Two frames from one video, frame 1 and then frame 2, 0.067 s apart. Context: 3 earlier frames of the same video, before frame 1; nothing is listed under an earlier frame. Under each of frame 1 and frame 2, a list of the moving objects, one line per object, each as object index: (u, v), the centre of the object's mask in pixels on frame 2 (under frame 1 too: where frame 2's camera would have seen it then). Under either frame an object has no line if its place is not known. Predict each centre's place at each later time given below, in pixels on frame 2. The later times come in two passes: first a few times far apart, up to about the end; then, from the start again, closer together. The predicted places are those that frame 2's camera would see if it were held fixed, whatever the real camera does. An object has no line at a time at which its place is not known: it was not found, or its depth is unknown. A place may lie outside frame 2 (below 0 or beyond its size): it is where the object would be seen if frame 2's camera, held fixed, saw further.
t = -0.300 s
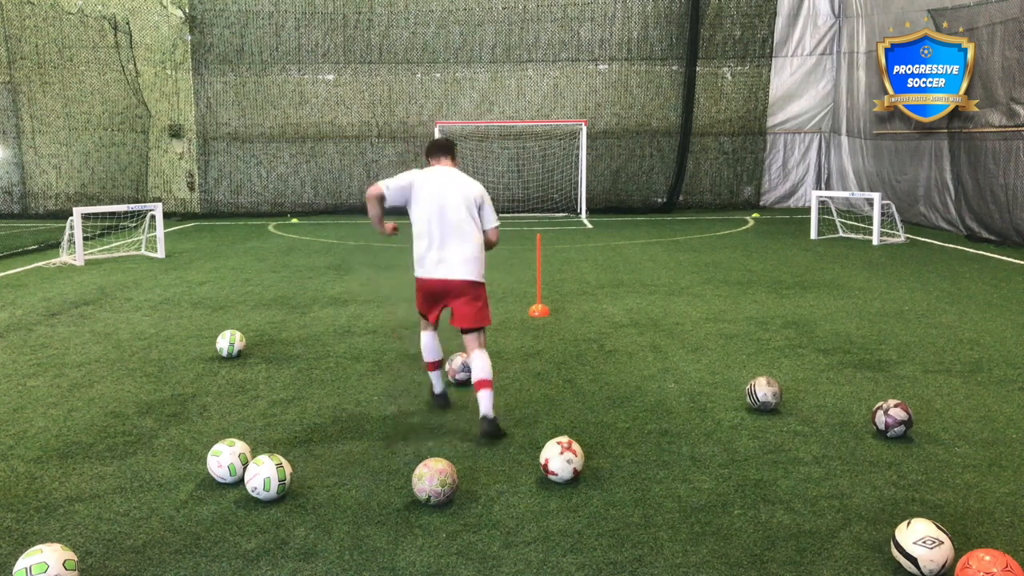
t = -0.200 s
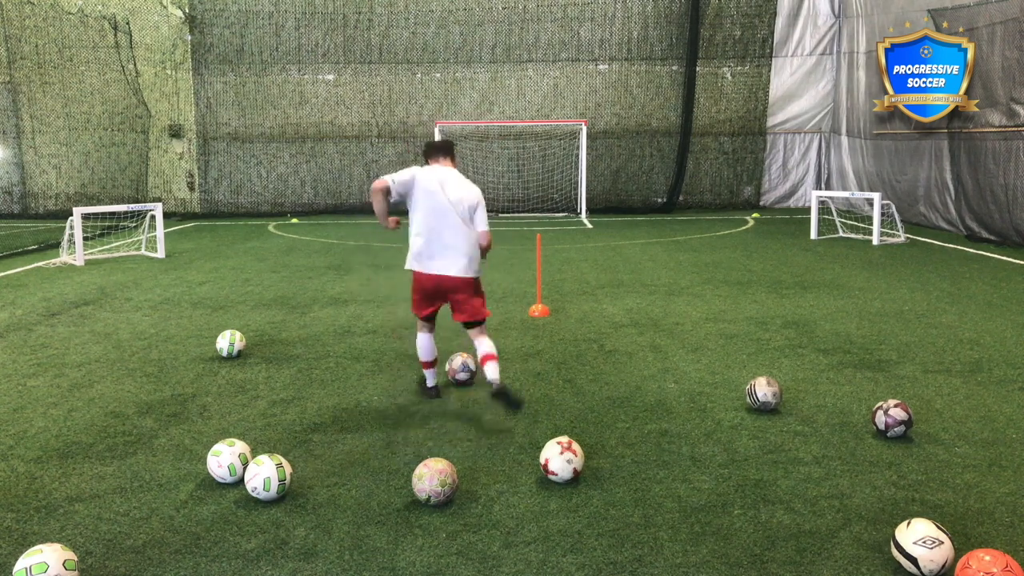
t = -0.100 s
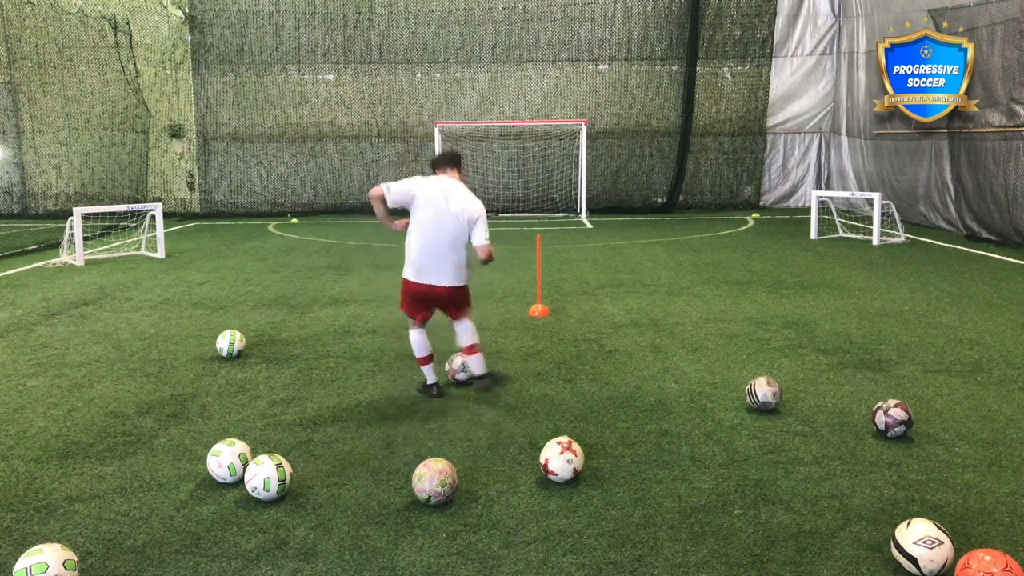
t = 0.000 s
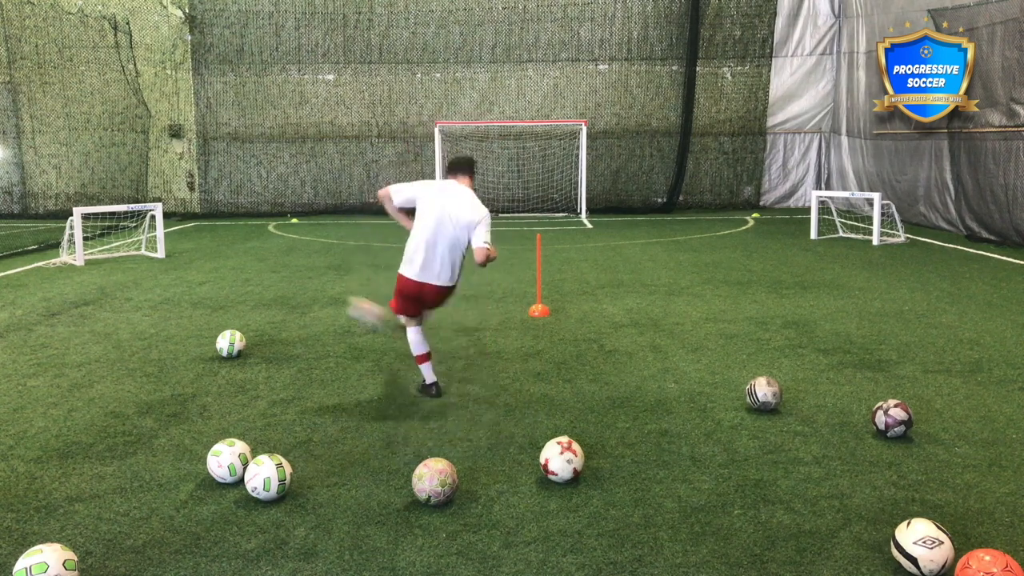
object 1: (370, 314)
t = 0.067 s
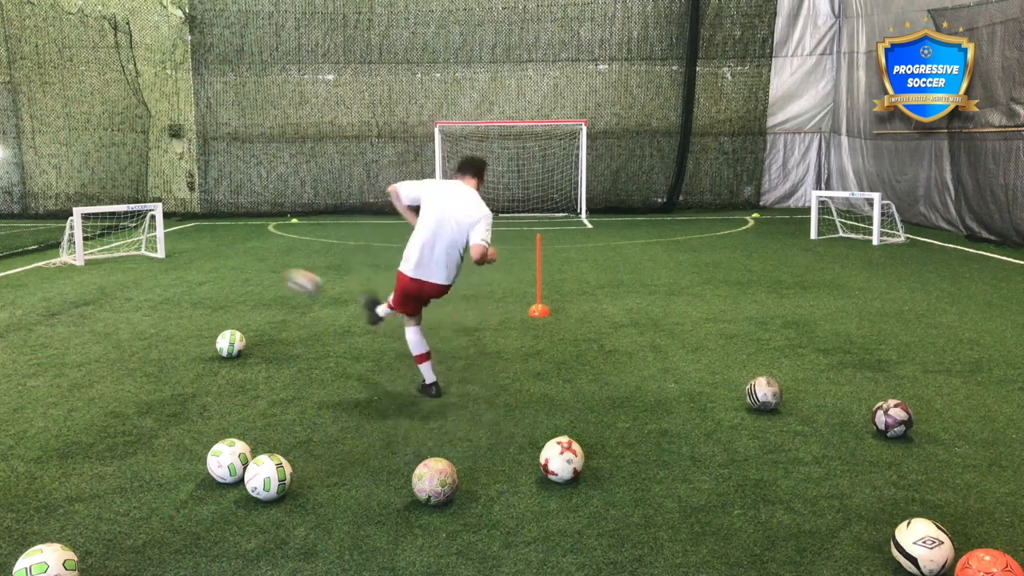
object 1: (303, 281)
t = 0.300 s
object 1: (167, 250)
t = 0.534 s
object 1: (121, 226)
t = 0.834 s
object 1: (155, 224)
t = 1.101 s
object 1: (191, 251)
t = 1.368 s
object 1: (225, 242)
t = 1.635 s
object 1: (262, 256)
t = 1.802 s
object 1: (284, 257)
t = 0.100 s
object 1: (278, 271)
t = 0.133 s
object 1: (253, 262)
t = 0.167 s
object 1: (232, 257)
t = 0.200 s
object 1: (213, 254)
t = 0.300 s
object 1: (167, 250)
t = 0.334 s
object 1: (152, 252)
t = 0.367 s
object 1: (140, 254)
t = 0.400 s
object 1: (128, 249)
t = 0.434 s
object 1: (119, 242)
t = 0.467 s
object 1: (114, 235)
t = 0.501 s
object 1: (117, 230)
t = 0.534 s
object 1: (121, 226)
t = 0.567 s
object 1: (124, 222)
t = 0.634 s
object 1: (131, 219)
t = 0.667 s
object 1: (135, 217)
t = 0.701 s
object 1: (138, 219)
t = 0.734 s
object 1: (143, 218)
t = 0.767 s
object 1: (147, 220)
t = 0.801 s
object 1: (150, 222)
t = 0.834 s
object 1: (155, 224)
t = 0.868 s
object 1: (159, 228)
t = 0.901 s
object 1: (164, 234)
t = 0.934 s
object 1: (170, 238)
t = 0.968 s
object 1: (173, 245)
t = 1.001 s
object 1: (178, 252)
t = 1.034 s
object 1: (183, 260)
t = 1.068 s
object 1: (187, 255)
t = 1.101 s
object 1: (191, 251)
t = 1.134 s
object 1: (195, 246)
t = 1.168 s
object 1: (199, 244)
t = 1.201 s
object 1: (203, 241)
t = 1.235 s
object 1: (208, 240)
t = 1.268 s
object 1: (211, 239)
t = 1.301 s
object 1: (215, 239)
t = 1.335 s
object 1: (221, 240)
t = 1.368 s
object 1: (225, 242)
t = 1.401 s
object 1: (229, 244)
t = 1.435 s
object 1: (234, 247)
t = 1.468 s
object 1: (239, 252)
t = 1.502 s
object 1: (244, 257)
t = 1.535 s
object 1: (247, 263)
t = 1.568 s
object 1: (253, 261)
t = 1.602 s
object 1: (257, 258)
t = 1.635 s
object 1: (262, 256)
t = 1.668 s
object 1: (267, 254)
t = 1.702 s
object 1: (271, 253)
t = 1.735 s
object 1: (275, 254)
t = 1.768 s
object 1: (280, 255)
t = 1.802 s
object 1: (284, 257)
